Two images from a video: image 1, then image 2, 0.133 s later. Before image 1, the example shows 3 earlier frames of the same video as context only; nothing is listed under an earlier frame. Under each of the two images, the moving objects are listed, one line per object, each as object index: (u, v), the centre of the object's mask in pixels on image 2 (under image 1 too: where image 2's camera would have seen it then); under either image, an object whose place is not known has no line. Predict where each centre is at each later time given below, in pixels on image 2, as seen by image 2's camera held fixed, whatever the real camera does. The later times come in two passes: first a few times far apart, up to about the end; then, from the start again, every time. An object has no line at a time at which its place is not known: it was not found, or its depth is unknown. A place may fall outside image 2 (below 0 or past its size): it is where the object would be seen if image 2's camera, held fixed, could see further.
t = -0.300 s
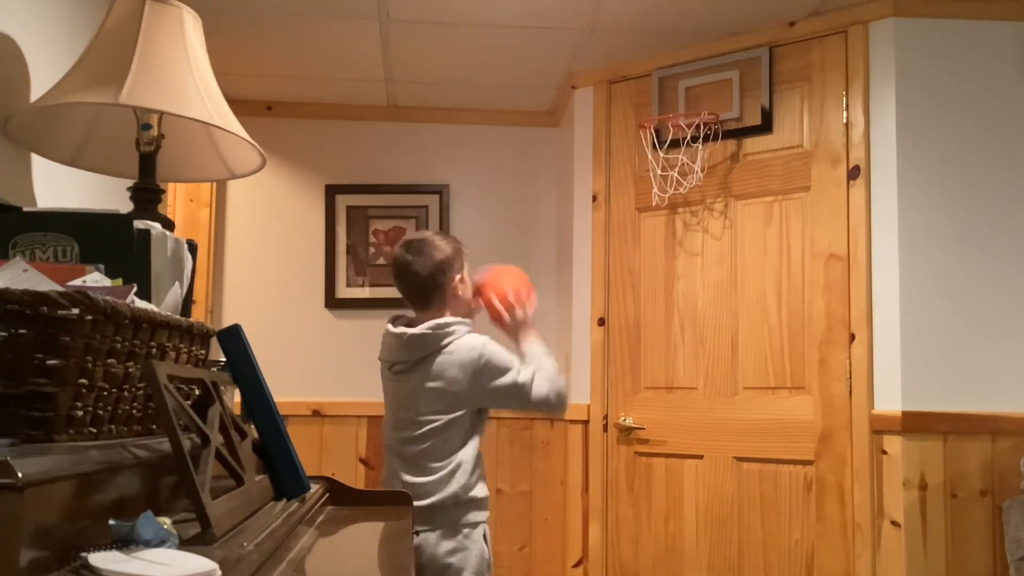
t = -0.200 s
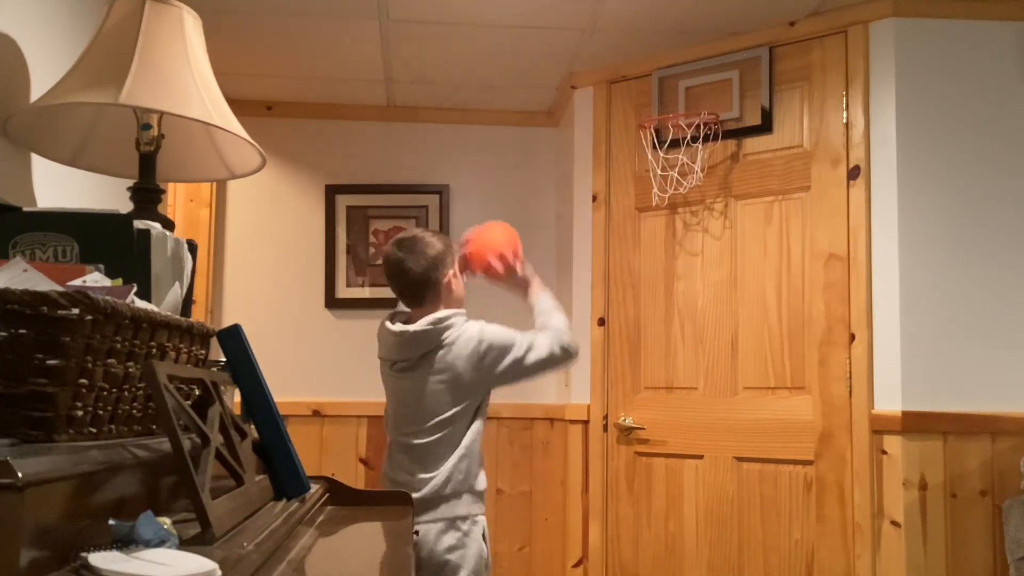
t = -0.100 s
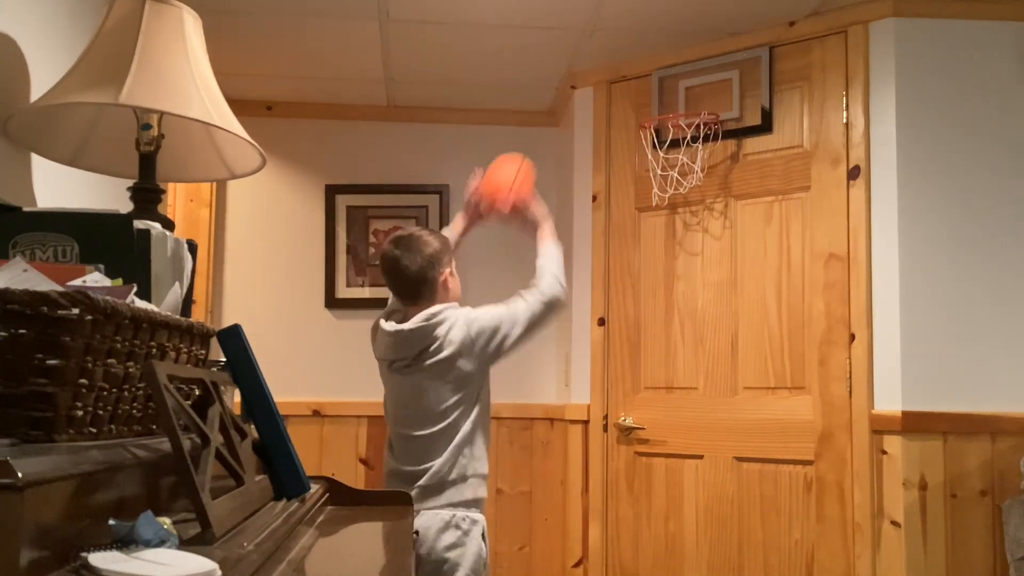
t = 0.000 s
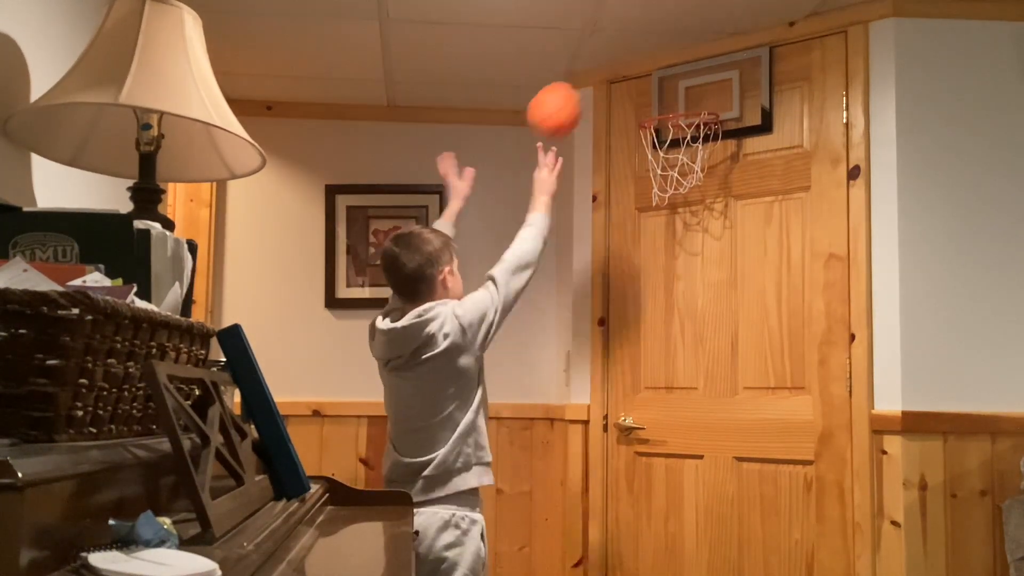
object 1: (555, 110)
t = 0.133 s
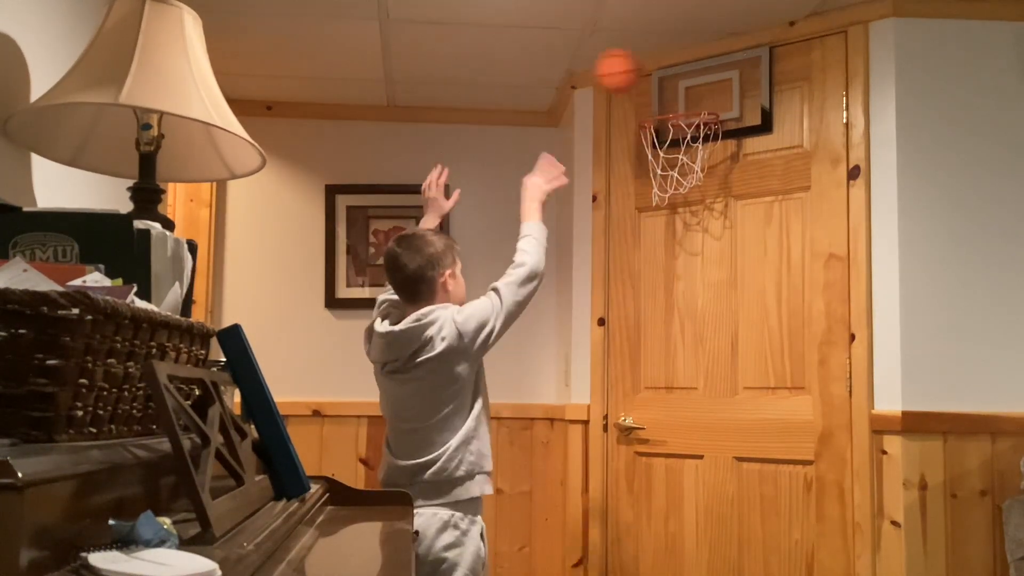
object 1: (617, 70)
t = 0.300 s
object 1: (686, 102)
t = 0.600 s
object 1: (680, 166)
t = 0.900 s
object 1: (676, 293)
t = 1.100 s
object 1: (674, 547)
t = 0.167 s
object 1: (632, 71)
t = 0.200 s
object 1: (646, 74)
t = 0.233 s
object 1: (660, 80)
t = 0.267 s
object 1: (675, 91)
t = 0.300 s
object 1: (686, 102)
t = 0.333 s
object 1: (685, 106)
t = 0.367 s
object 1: (676, 109)
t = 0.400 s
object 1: (667, 112)
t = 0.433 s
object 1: (667, 111)
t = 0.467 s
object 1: (670, 117)
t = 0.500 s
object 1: (672, 125)
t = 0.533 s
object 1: (677, 134)
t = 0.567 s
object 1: (678, 150)
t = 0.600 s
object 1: (680, 166)
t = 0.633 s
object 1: (684, 181)
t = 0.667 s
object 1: (682, 184)
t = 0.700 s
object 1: (680, 186)
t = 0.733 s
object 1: (682, 194)
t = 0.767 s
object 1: (680, 206)
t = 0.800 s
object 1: (679, 221)
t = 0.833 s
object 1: (679, 239)
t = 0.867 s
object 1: (677, 264)
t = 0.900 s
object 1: (676, 293)
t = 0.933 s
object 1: (676, 323)
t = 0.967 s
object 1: (676, 360)
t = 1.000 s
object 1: (676, 403)
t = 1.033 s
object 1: (675, 450)
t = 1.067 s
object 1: (676, 492)
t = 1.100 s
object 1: (674, 547)
